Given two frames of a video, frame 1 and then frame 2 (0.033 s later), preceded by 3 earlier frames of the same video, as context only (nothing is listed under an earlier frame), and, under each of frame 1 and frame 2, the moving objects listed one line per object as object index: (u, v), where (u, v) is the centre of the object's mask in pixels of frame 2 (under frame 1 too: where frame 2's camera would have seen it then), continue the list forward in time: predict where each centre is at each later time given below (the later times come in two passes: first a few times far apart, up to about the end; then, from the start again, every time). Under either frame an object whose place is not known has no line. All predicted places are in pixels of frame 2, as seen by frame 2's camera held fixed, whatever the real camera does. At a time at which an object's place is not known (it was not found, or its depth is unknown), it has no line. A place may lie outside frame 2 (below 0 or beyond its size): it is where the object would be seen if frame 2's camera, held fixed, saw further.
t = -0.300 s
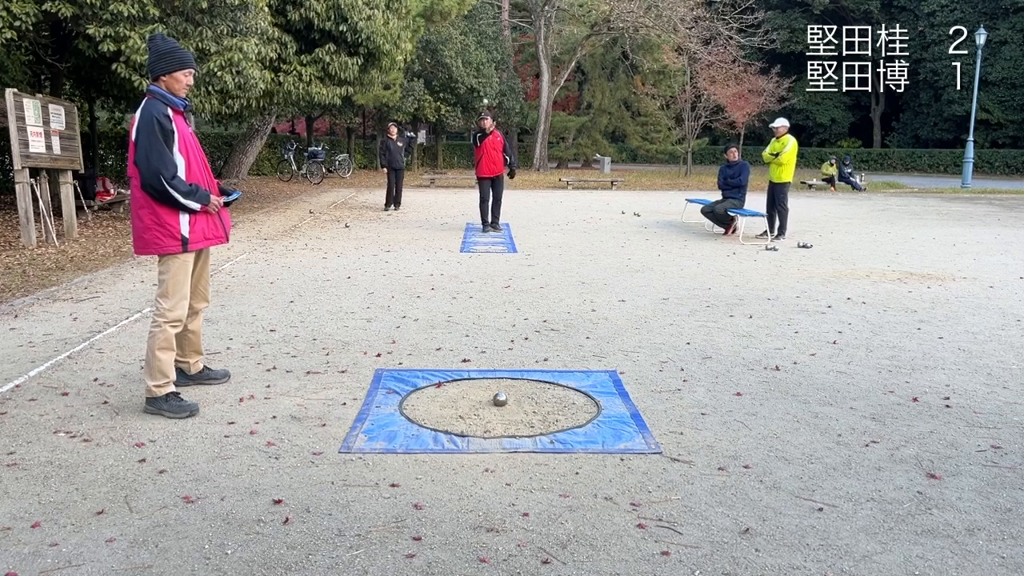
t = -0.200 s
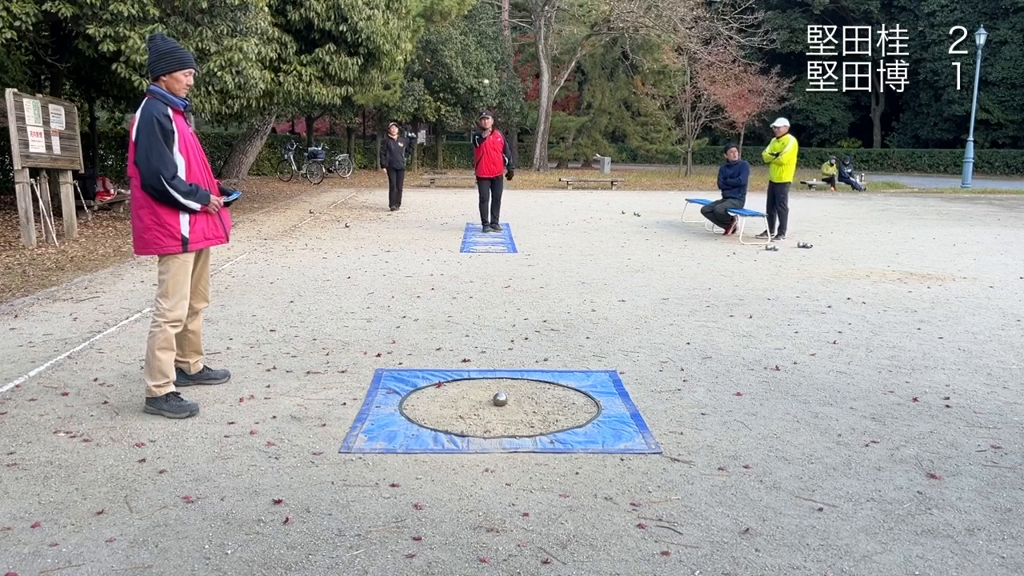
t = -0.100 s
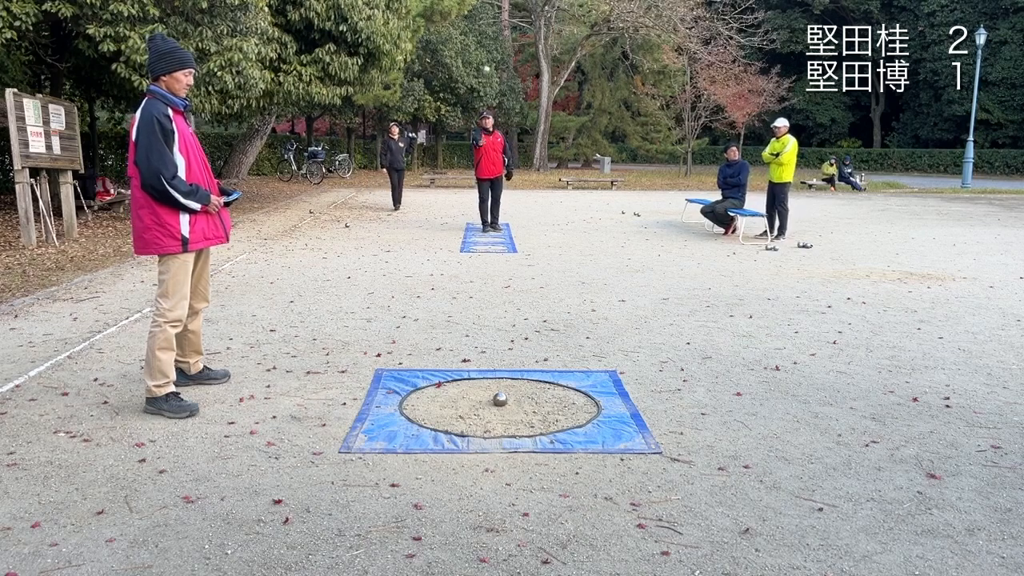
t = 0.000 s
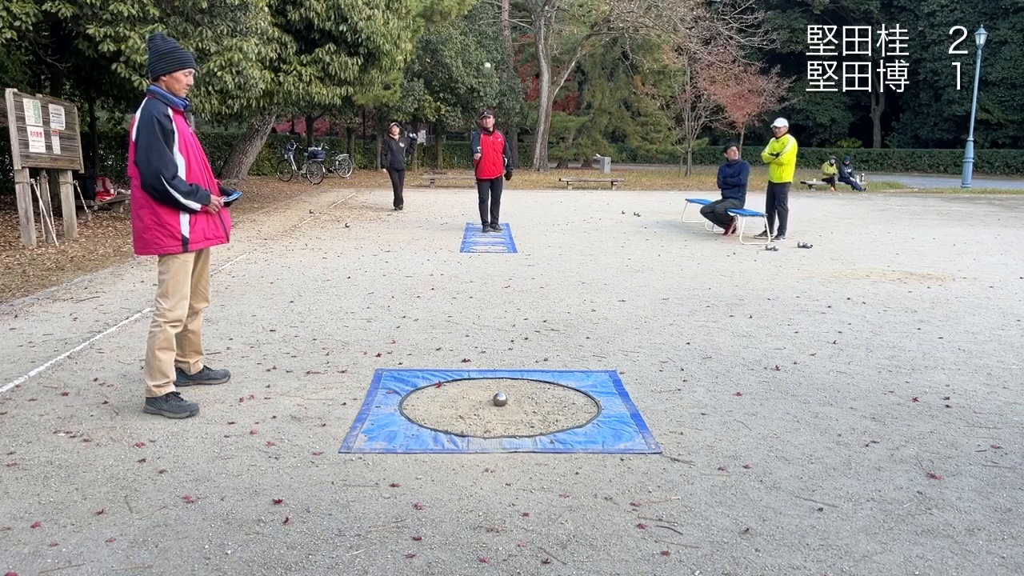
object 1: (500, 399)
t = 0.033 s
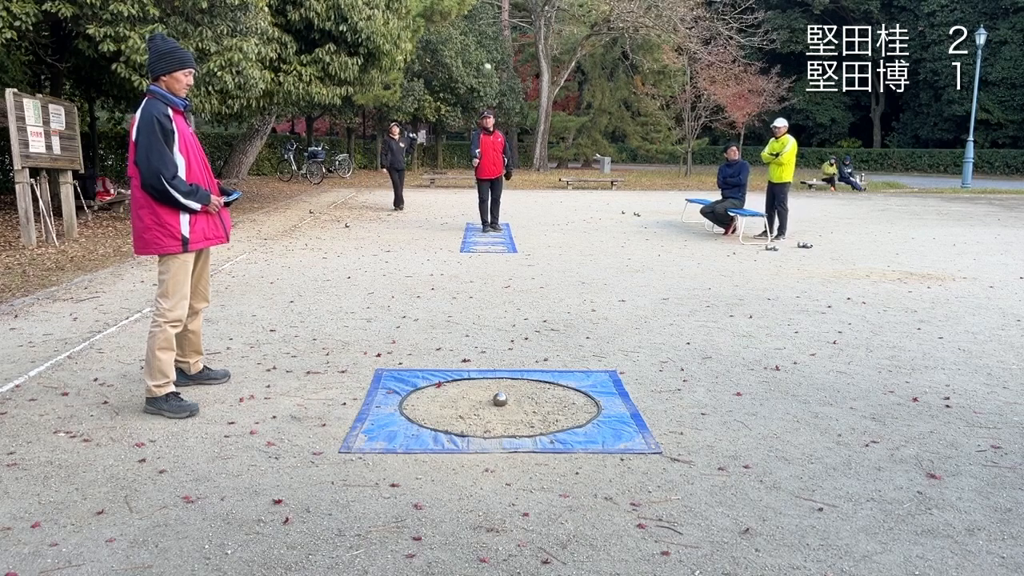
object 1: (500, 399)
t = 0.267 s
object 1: (500, 399)
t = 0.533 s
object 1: (500, 399)
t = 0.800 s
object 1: (621, 439)
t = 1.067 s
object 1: (757, 496)
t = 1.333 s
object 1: (921, 560)
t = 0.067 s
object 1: (500, 399)
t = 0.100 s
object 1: (500, 399)
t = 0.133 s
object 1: (500, 399)
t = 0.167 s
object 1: (500, 399)
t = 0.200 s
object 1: (500, 399)
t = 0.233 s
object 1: (500, 399)
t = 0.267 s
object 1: (500, 399)
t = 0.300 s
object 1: (500, 399)
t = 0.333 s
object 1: (500, 399)
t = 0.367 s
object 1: (500, 399)
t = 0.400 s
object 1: (500, 399)
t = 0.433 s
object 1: (500, 399)
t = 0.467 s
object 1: (500, 399)
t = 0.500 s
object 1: (500, 399)
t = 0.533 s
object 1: (500, 399)
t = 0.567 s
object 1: (504, 400)
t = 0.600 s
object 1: (520, 404)
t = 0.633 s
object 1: (536, 408)
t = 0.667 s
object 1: (553, 413)
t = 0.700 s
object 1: (570, 421)
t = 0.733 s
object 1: (588, 431)
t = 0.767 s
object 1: (604, 434)
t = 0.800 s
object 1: (621, 439)
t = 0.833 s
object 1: (638, 448)
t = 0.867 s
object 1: (655, 457)
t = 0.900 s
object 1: (671, 463)
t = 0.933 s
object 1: (688, 471)
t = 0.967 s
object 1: (705, 477)
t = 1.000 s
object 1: (722, 484)
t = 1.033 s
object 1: (739, 489)
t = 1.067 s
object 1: (757, 496)
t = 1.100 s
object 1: (775, 504)
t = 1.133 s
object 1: (794, 510)
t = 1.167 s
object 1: (813, 520)
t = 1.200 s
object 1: (833, 528)
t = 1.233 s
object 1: (854, 536)
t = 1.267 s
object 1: (875, 543)
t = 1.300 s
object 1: (898, 551)
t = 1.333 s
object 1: (921, 560)
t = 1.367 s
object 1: (945, 563)
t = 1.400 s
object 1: (968, 568)
